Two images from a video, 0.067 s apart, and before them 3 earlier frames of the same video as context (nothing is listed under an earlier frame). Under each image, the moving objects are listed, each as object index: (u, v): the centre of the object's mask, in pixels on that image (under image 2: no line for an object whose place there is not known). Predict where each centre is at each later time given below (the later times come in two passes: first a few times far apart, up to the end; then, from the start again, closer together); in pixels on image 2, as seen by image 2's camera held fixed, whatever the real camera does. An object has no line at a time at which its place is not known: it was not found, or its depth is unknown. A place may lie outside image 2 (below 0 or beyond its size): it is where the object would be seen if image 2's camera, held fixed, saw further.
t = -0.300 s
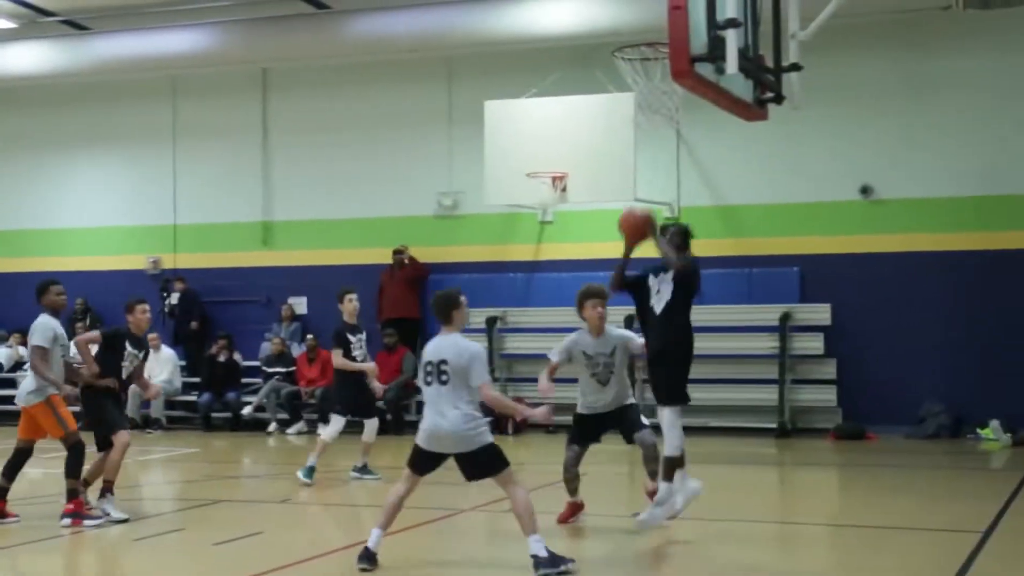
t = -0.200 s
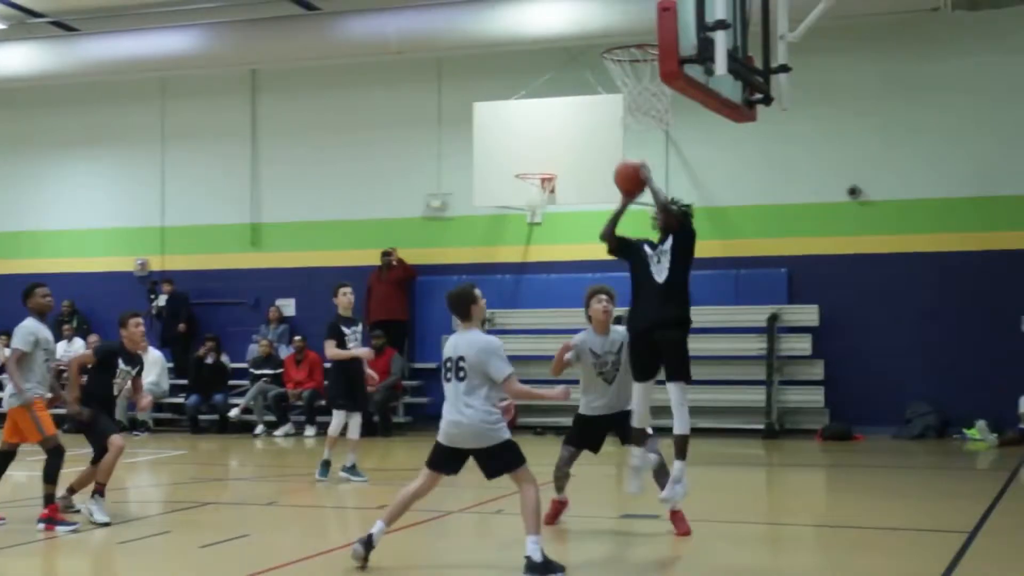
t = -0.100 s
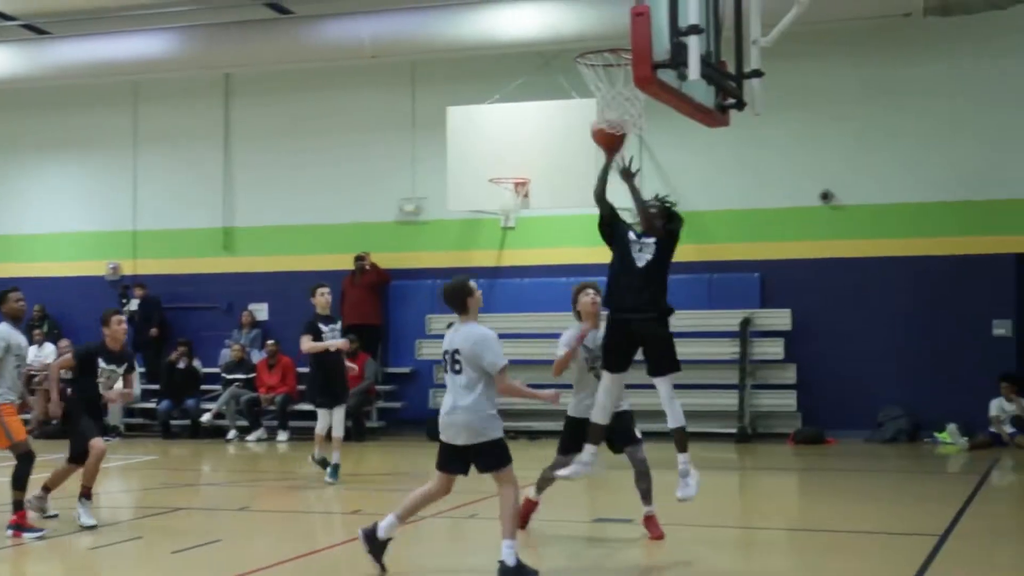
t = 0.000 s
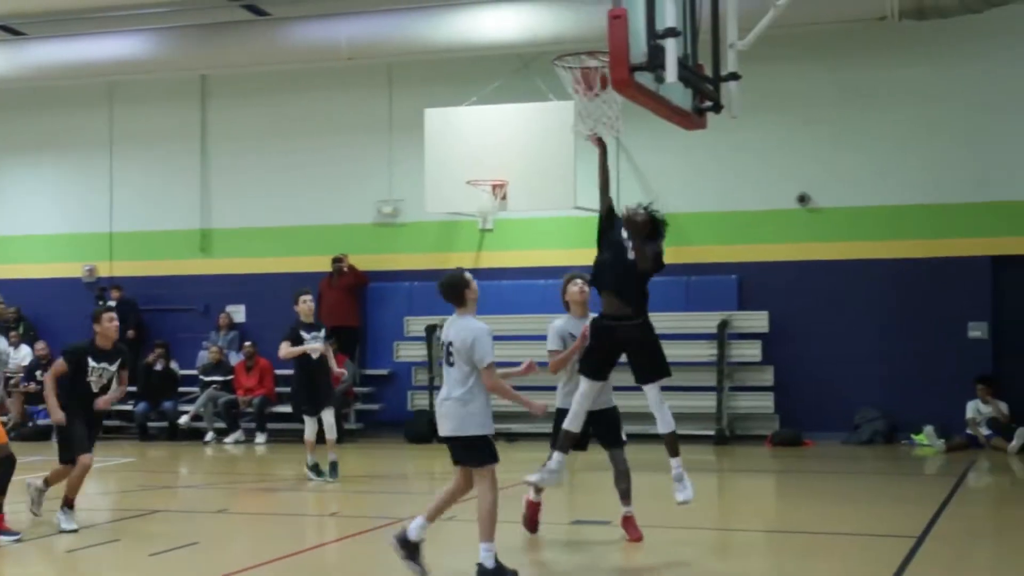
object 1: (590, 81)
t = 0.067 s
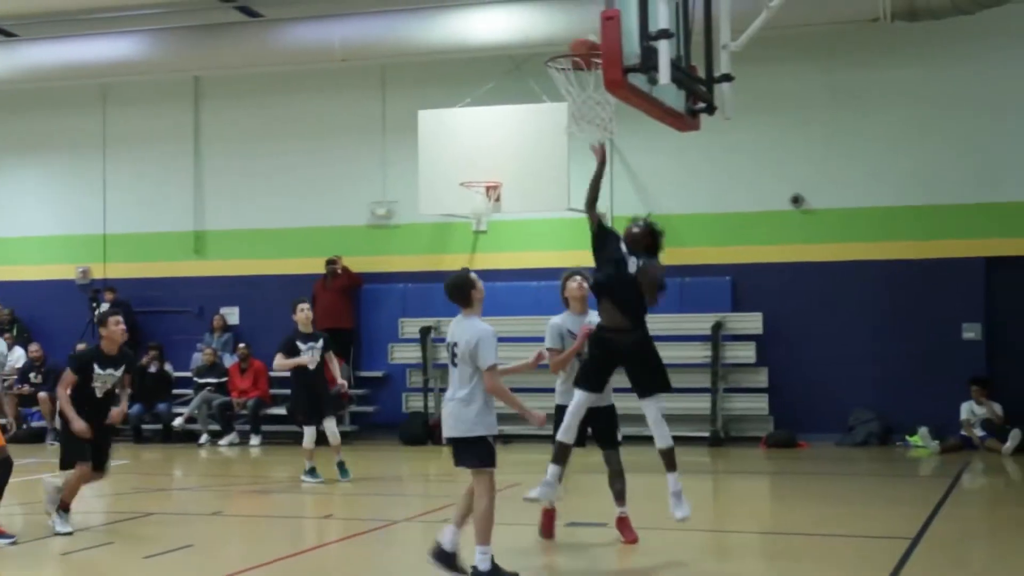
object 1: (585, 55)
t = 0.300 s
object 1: (589, 3)
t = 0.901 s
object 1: (558, 105)
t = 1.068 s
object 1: (574, 145)
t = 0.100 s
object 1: (584, 40)
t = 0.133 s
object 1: (587, 31)
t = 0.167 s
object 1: (587, 23)
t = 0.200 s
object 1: (588, 14)
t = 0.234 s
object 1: (588, 9)
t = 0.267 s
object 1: (588, 4)
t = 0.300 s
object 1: (589, 3)
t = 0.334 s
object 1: (589, 3)
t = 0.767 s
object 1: (553, 93)
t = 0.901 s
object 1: (558, 105)
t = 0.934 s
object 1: (561, 110)
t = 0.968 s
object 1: (564, 116)
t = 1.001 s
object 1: (567, 124)
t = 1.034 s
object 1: (571, 133)
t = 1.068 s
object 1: (574, 145)
